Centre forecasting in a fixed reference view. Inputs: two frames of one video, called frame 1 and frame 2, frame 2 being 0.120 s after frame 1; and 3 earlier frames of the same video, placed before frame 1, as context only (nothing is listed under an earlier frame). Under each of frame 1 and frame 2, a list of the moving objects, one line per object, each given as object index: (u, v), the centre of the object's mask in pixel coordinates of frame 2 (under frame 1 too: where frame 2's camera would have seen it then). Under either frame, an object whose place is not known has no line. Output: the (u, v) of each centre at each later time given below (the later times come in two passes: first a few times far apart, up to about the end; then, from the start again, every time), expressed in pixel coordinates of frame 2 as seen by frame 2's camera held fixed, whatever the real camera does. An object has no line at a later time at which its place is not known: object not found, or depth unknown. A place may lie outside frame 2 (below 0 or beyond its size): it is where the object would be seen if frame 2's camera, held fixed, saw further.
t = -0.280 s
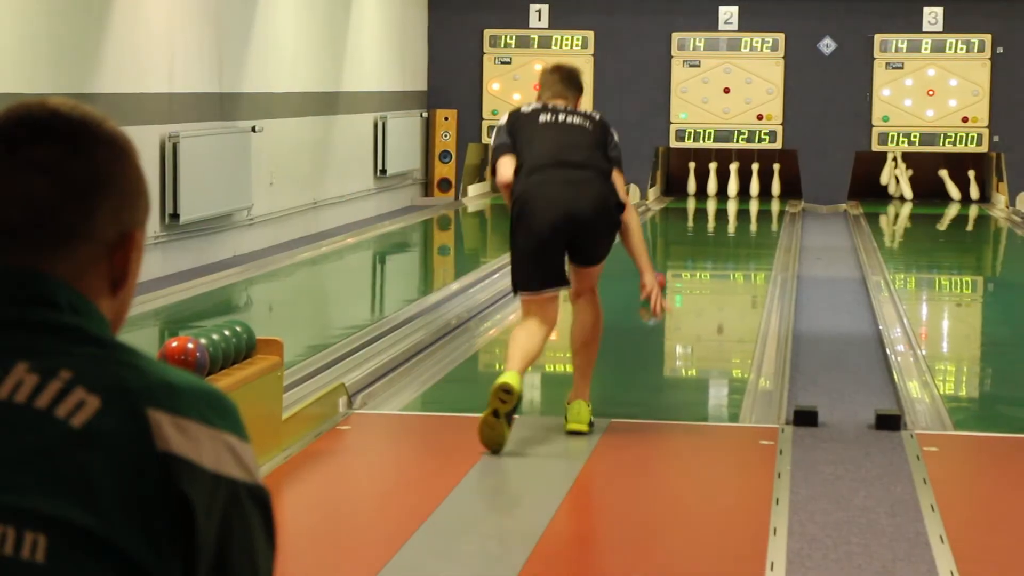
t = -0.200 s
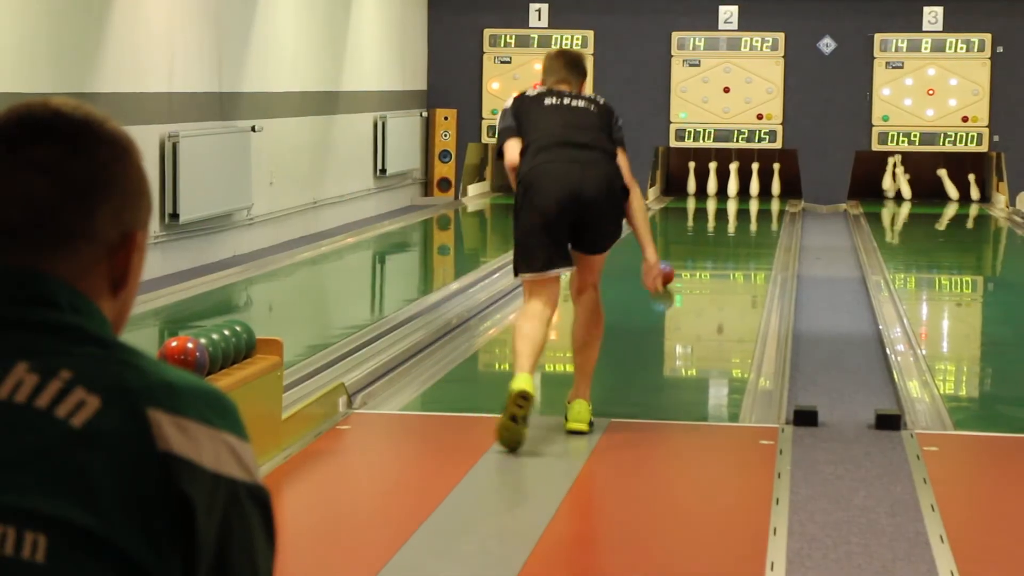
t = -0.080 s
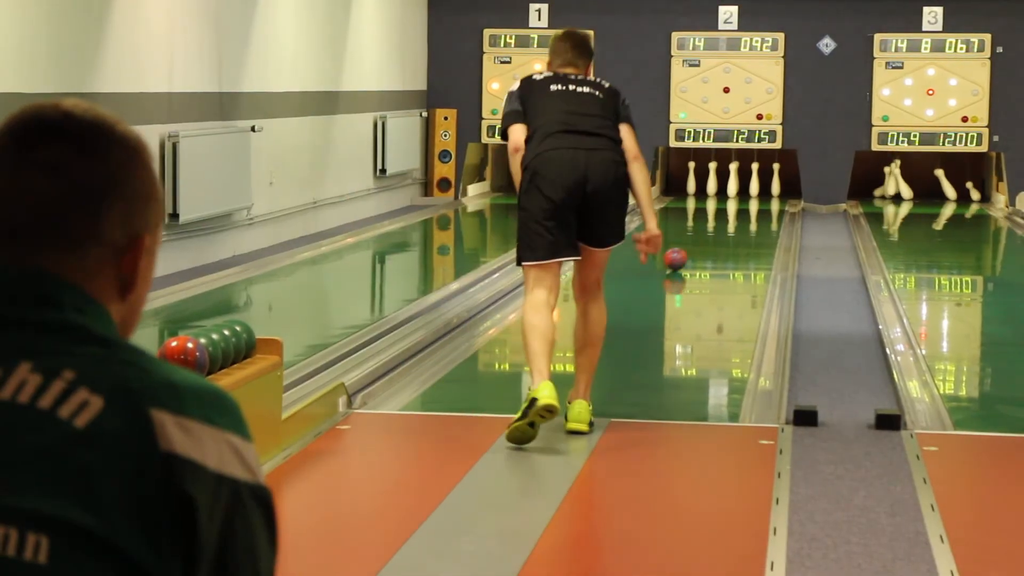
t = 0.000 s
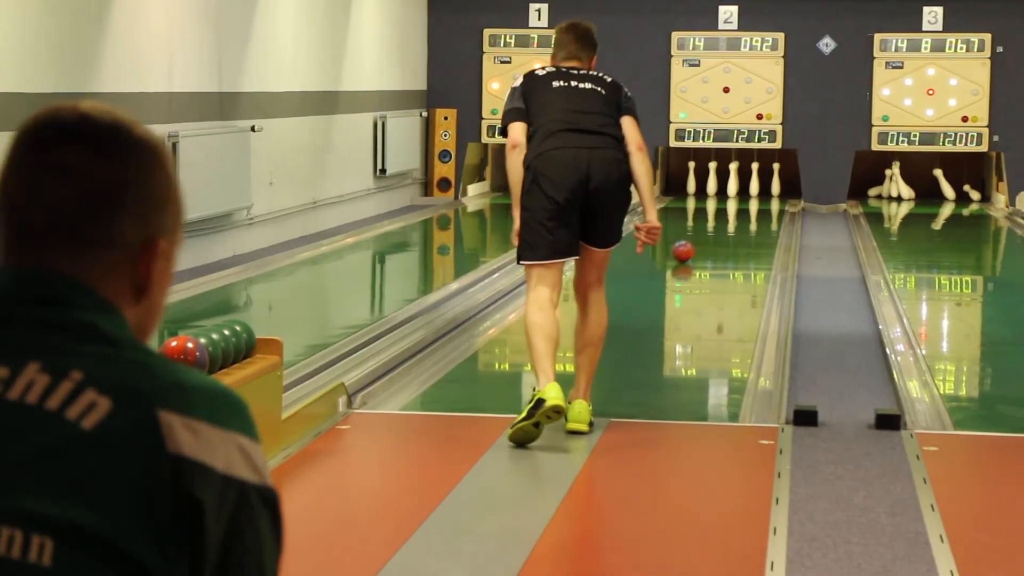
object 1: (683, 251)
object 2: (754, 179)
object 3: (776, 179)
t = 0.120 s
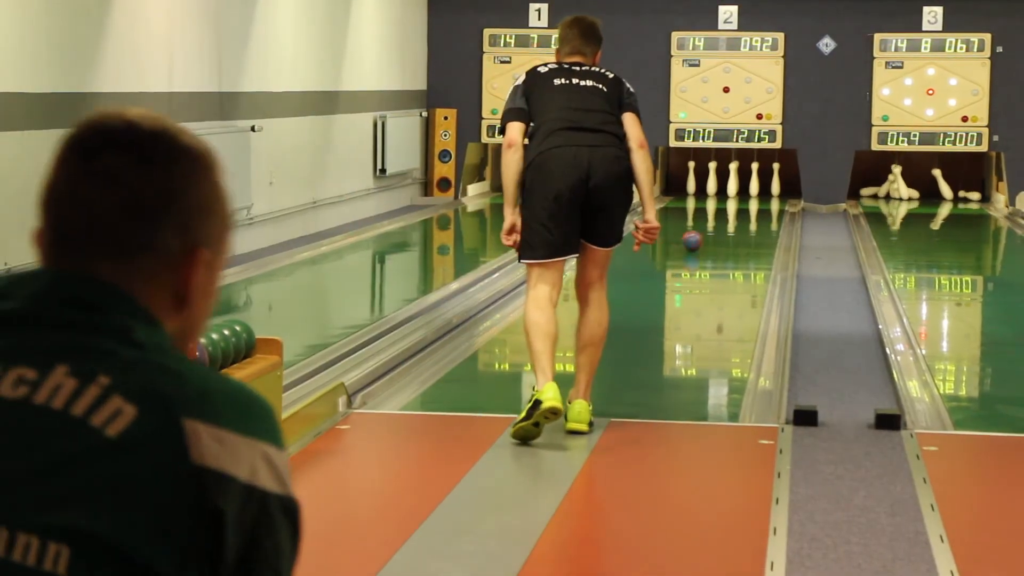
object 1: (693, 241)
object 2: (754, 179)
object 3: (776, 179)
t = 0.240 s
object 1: (701, 232)
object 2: (754, 180)
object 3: (776, 179)
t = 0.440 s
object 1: (714, 219)
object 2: (754, 180)
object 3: (776, 179)
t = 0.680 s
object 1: (724, 207)
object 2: (754, 180)
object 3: (776, 179)
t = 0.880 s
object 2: (754, 180)
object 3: (776, 179)
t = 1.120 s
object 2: (754, 179)
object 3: (776, 179)
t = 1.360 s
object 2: (766, 180)
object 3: (784, 186)
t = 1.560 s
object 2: (776, 171)
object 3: (792, 189)
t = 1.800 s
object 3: (796, 190)
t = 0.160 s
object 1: (696, 238)
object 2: (754, 180)
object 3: (776, 179)
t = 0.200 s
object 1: (699, 235)
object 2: (754, 180)
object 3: (776, 179)
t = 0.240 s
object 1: (701, 232)
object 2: (754, 180)
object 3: (776, 179)
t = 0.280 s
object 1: (705, 229)
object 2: (754, 180)
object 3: (776, 179)
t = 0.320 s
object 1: (707, 226)
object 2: (754, 180)
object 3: (776, 179)
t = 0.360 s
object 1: (709, 224)
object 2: (754, 180)
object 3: (776, 179)
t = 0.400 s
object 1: (711, 221)
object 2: (754, 180)
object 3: (776, 179)
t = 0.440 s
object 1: (714, 219)
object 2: (754, 180)
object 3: (776, 179)
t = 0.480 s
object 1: (716, 217)
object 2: (754, 180)
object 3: (776, 179)
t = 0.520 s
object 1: (718, 214)
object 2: (754, 180)
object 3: (776, 178)
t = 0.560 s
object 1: (719, 213)
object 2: (754, 180)
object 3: (776, 178)
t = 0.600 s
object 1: (721, 211)
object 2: (754, 180)
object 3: (776, 179)
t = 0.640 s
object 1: (723, 209)
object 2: (754, 180)
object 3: (776, 178)
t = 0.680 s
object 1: (724, 207)
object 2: (754, 180)
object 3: (776, 179)
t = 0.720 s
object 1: (726, 205)
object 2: (754, 180)
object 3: (776, 178)
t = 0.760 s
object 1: (728, 204)
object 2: (754, 180)
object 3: (776, 179)
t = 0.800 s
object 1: (730, 202)
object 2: (754, 180)
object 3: (776, 178)
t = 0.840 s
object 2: (754, 180)
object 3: (776, 178)
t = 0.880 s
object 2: (754, 180)
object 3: (776, 179)
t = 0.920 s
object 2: (754, 180)
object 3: (776, 179)
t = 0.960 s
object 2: (754, 180)
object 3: (776, 179)
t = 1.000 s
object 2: (754, 180)
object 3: (776, 179)
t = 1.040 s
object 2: (754, 180)
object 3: (776, 178)
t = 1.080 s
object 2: (754, 180)
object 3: (776, 179)
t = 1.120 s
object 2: (754, 179)
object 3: (776, 179)
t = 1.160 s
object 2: (757, 180)
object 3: (776, 178)
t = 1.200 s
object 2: (758, 178)
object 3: (781, 180)
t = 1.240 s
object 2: (755, 177)
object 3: (789, 179)
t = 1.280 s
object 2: (757, 180)
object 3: (789, 181)
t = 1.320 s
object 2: (763, 178)
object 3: (785, 183)
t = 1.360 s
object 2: (766, 180)
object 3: (784, 186)
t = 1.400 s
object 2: (769, 171)
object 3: (785, 189)
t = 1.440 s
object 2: (770, 168)
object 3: (787, 189)
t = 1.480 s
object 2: (772, 167)
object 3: (789, 189)
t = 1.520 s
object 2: (774, 168)
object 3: (791, 189)
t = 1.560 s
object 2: (776, 171)
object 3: (792, 189)
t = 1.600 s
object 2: (777, 174)
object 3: (794, 190)
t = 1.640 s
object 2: (778, 177)
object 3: (795, 191)
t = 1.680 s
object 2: (779, 181)
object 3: (796, 190)
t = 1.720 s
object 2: (778, 184)
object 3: (797, 190)
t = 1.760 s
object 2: (776, 186)
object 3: (797, 190)
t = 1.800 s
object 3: (796, 190)
